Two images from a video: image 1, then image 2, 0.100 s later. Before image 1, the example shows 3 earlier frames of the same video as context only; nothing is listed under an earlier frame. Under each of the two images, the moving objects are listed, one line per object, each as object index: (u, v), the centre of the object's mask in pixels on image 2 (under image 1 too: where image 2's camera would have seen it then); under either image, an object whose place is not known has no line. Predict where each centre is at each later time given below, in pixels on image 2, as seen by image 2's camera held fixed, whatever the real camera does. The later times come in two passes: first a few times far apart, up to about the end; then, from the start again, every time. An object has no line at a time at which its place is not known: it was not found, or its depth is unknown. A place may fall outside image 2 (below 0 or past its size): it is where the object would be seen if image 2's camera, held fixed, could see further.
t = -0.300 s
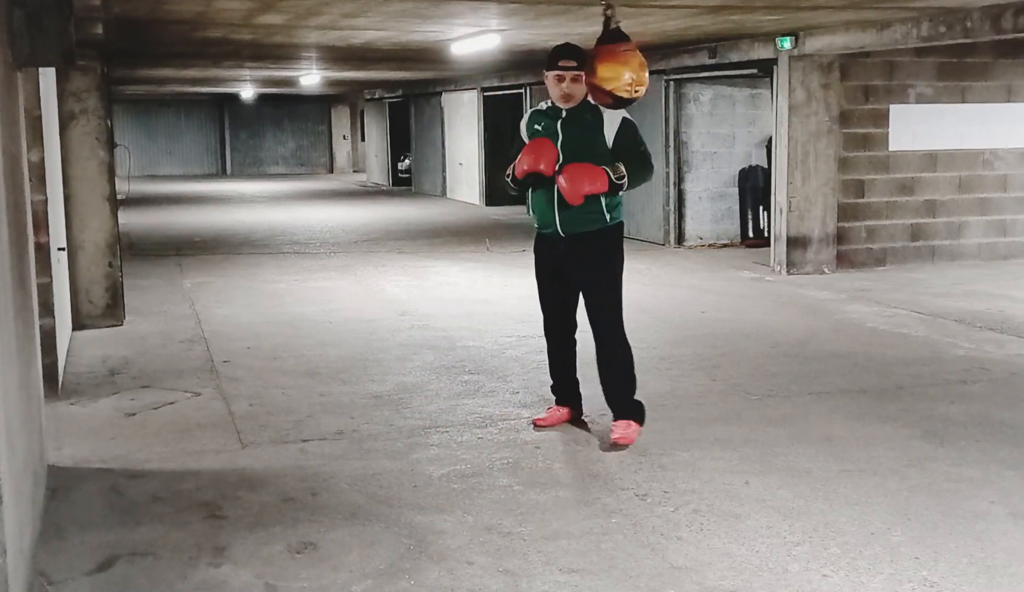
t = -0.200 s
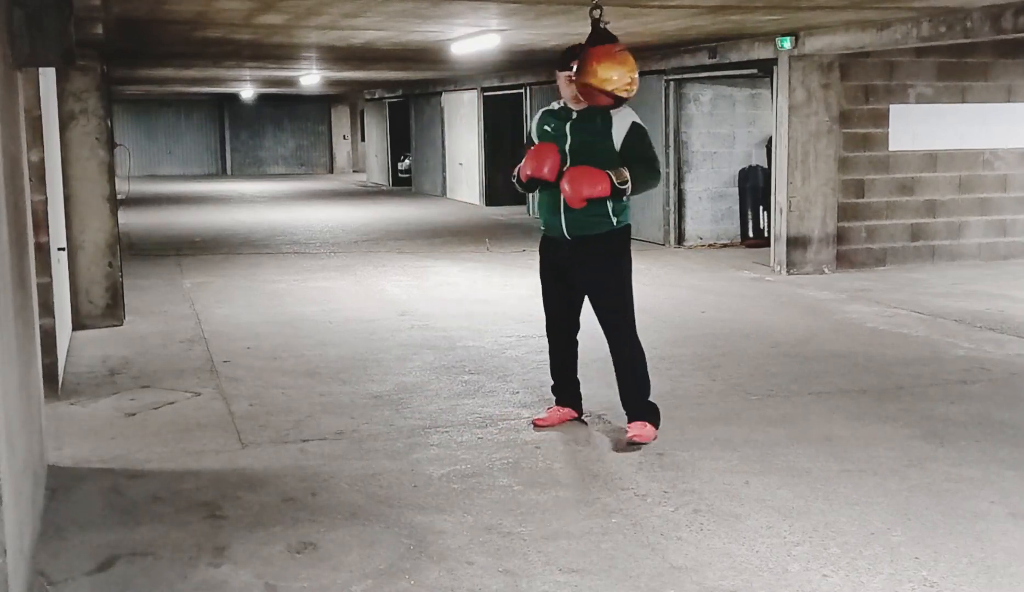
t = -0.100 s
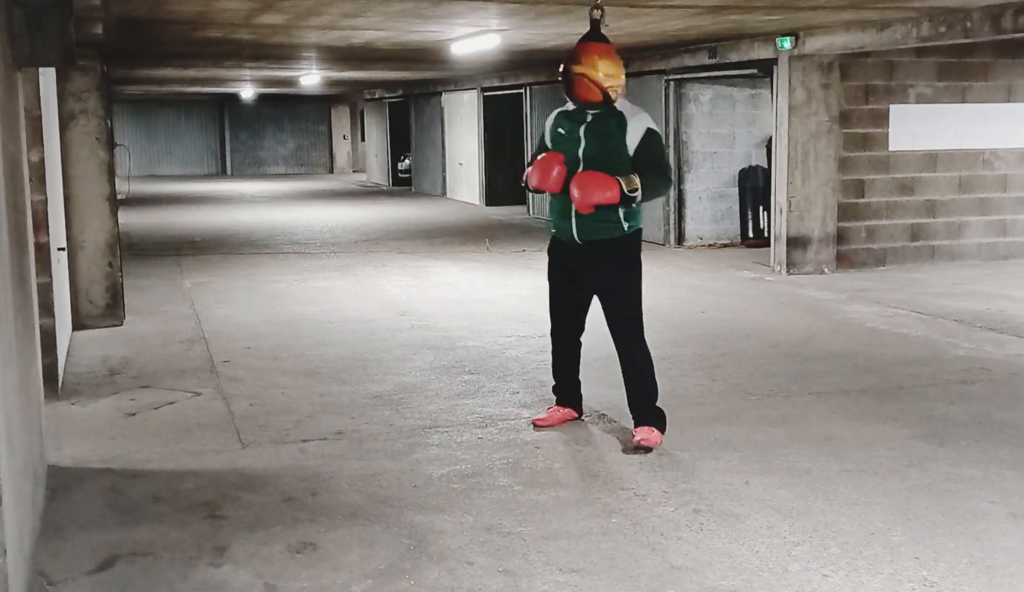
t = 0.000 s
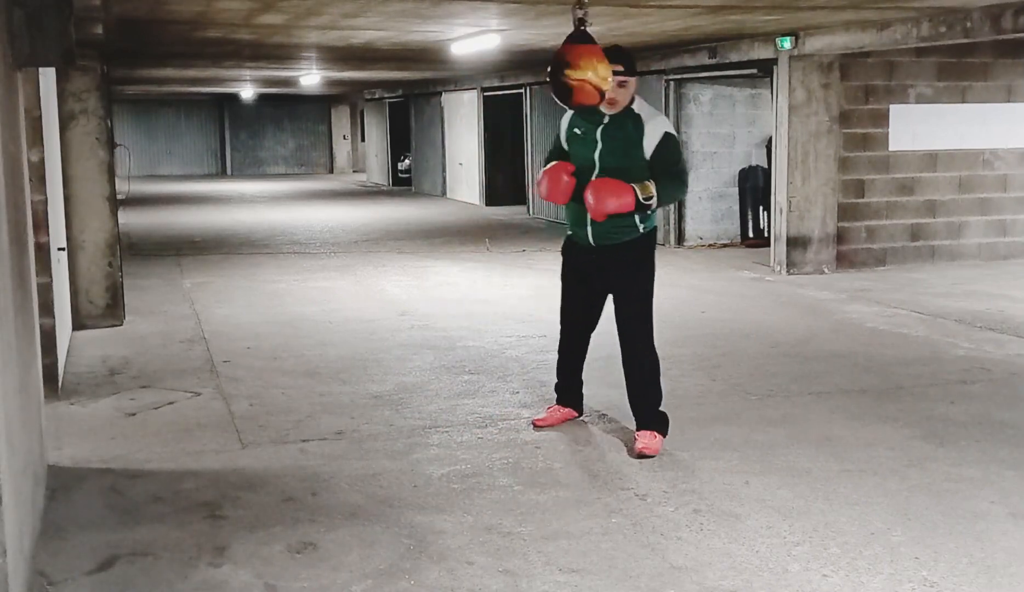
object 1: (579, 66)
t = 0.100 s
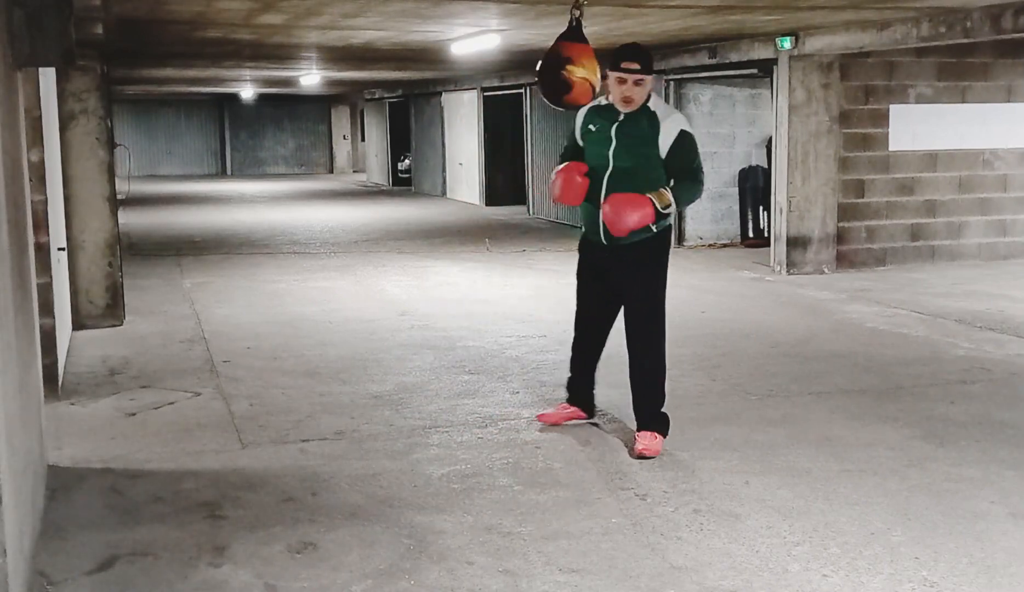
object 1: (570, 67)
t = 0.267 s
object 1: (560, 66)
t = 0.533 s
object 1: (569, 67)
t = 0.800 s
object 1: (600, 68)
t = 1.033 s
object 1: (620, 66)
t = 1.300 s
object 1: (617, 67)
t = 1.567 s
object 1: (589, 68)
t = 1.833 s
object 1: (563, 66)
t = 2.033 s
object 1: (561, 66)
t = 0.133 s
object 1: (567, 67)
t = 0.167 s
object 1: (565, 66)
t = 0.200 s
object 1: (562, 66)
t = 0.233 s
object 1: (561, 66)
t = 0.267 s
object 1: (560, 66)
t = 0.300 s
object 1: (559, 66)
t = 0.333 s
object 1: (559, 66)
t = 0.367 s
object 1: (560, 66)
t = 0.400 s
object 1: (561, 66)
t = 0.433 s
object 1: (563, 66)
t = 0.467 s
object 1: (564, 67)
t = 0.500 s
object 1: (566, 67)
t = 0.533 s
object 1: (569, 67)
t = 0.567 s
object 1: (572, 68)
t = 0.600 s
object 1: (576, 68)
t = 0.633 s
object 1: (579, 68)
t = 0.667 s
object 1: (584, 68)
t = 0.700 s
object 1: (587, 68)
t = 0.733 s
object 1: (591, 68)
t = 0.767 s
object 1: (595, 68)
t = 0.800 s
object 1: (600, 68)
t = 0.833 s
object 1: (603, 68)
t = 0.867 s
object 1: (607, 68)
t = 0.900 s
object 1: (611, 68)
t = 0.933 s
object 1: (613, 67)
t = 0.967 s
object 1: (616, 67)
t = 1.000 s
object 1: (618, 67)
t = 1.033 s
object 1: (620, 66)
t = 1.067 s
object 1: (621, 66)
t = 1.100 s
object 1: (622, 66)
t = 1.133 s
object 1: (622, 66)
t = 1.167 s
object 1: (622, 66)
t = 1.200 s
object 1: (622, 66)
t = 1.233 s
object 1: (621, 66)
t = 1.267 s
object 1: (619, 67)
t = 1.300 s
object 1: (617, 67)
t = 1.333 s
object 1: (614, 67)
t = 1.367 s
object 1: (611, 68)
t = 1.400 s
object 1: (608, 68)
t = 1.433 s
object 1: (604, 68)
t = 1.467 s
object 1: (600, 68)
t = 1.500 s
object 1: (597, 68)
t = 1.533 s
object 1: (593, 69)
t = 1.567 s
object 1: (589, 68)
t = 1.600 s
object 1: (584, 68)
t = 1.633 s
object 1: (580, 68)
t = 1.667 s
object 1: (577, 68)
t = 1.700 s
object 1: (573, 68)
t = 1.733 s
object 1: (570, 67)
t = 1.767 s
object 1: (567, 67)
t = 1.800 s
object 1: (565, 67)
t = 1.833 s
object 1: (563, 66)
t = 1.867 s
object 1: (562, 66)
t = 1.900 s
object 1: (561, 66)
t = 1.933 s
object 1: (560, 66)
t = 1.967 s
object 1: (560, 66)
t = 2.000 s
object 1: (561, 66)
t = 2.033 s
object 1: (561, 66)
